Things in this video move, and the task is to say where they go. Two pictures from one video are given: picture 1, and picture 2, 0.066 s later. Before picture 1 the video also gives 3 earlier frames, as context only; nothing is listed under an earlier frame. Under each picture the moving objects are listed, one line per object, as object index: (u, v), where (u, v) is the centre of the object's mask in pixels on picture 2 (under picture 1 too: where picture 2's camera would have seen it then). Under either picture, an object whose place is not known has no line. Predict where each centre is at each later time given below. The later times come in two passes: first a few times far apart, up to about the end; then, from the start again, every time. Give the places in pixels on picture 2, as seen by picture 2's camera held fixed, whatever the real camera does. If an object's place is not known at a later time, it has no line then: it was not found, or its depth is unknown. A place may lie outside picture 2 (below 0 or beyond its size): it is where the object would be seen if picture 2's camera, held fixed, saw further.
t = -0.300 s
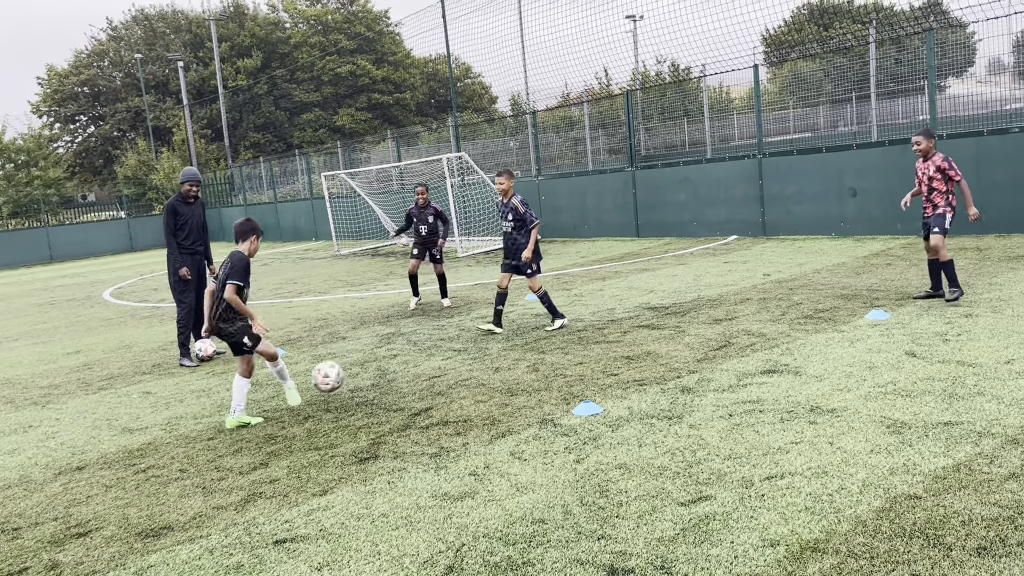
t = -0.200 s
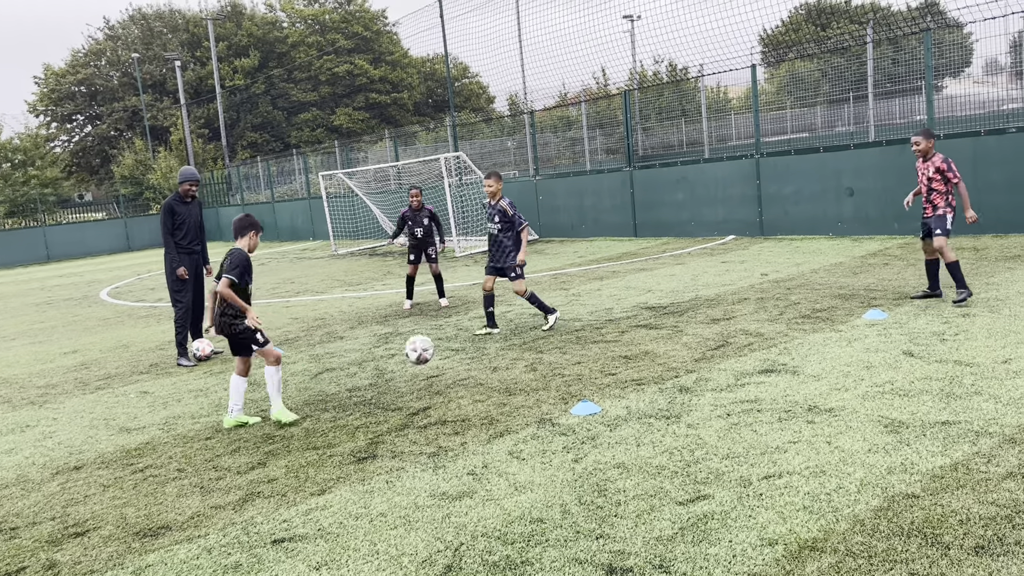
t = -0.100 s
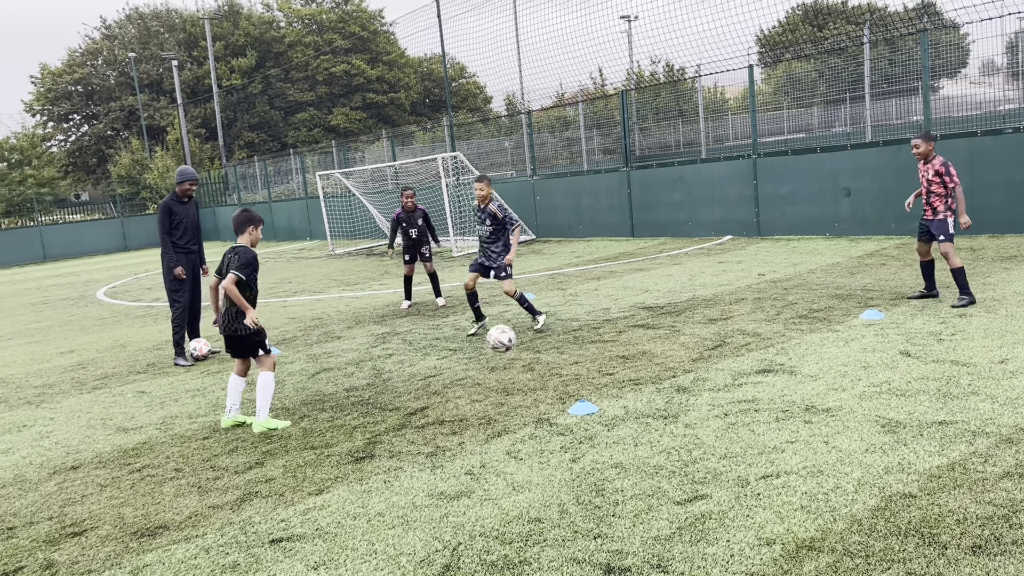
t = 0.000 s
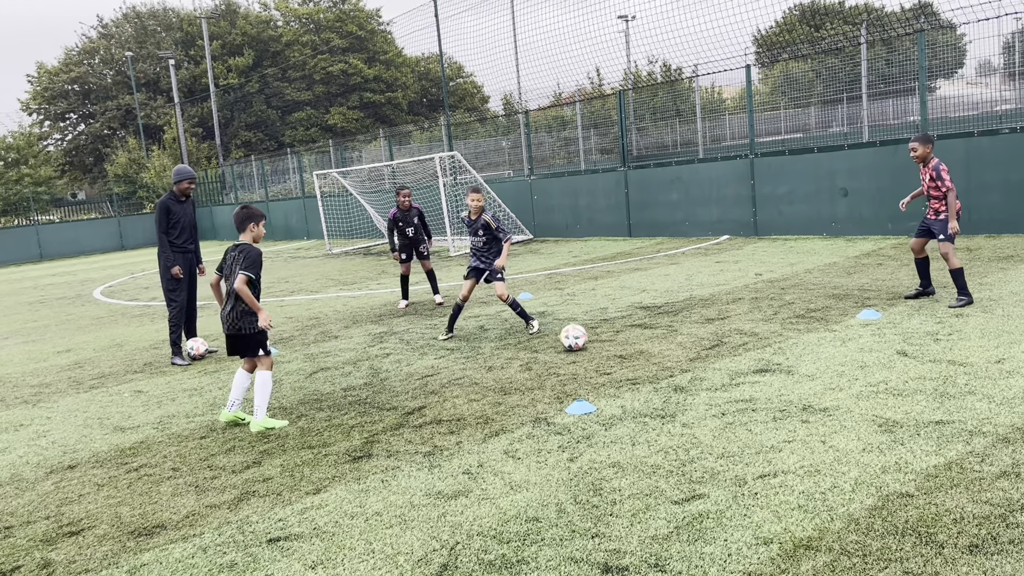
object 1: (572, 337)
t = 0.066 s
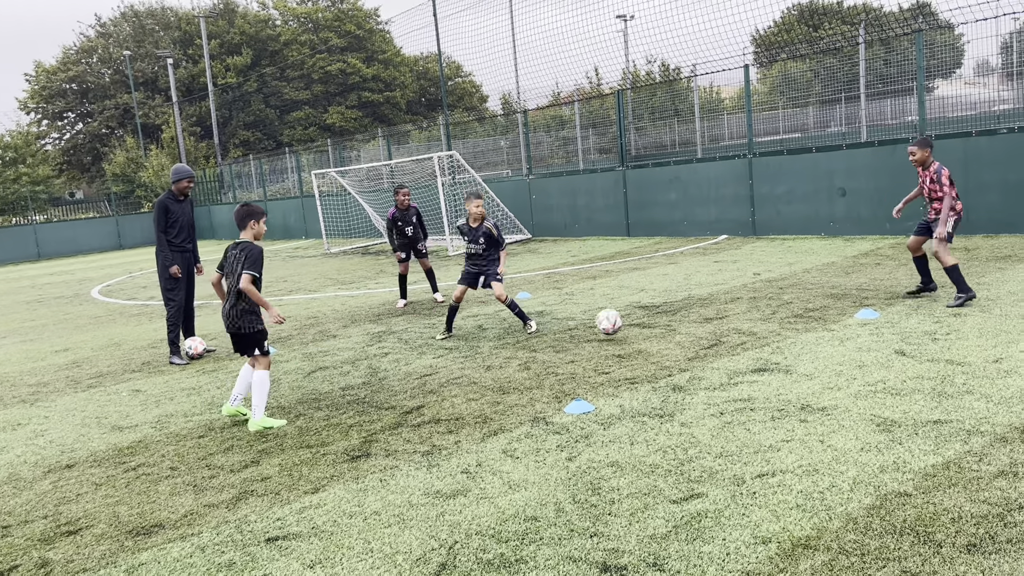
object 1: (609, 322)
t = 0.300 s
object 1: (719, 302)
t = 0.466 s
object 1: (775, 291)
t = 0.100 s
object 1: (626, 317)
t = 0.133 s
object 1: (644, 313)
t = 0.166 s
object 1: (661, 311)
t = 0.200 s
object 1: (678, 311)
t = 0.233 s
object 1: (693, 310)
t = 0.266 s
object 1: (706, 306)
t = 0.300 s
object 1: (719, 302)
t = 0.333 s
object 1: (731, 300)
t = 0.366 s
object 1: (743, 298)
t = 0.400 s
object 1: (755, 297)
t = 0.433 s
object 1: (765, 293)
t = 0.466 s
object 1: (775, 291)
